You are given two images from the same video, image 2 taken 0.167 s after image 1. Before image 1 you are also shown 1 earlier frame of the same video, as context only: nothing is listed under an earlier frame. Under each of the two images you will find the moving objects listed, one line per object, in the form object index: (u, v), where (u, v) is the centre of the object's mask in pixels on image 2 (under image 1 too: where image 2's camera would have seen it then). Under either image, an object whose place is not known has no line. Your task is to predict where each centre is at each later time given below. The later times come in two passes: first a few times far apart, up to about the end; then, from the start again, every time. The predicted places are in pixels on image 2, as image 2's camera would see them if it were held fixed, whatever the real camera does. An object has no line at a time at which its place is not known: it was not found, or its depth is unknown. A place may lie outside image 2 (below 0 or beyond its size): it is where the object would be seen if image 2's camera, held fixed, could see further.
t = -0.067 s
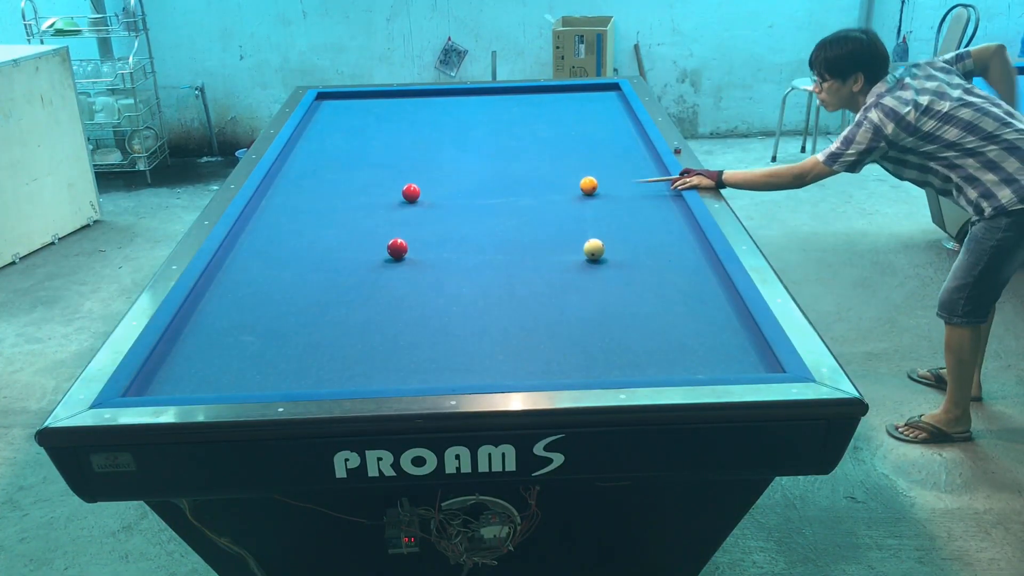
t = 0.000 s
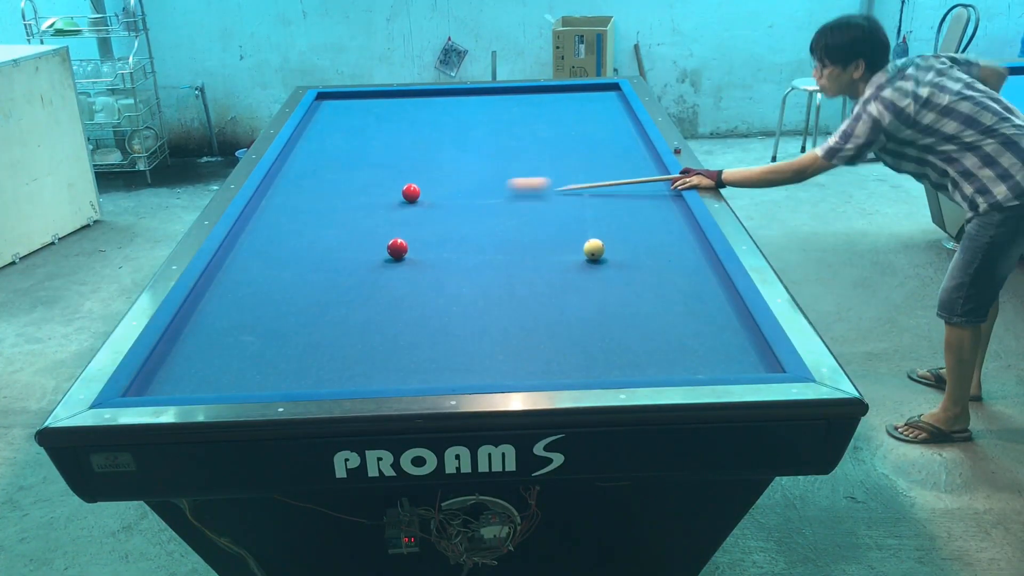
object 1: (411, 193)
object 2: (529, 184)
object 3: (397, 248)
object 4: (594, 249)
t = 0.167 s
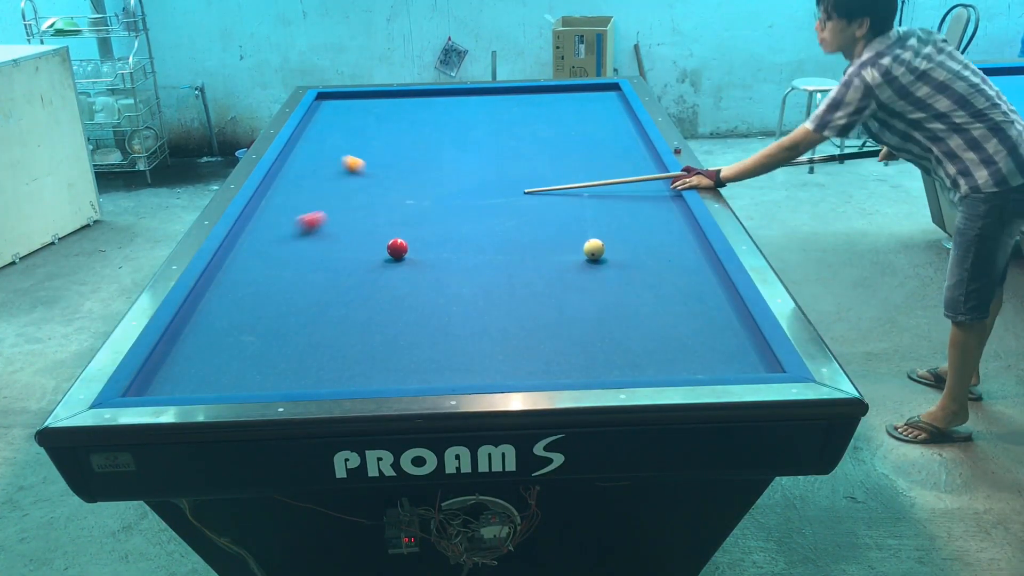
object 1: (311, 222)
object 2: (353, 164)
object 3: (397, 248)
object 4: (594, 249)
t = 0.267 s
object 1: (237, 250)
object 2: (296, 145)
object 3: (397, 248)
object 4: (594, 249)
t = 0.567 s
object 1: (406, 297)
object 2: (430, 95)
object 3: (397, 249)
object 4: (594, 249)
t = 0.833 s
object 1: (562, 343)
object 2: (533, 109)
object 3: (397, 248)
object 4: (594, 249)
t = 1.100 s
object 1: (729, 350)
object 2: (626, 128)
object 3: (397, 248)
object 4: (594, 249)
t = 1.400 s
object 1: (643, 308)
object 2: (553, 162)
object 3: (397, 248)
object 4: (594, 249)
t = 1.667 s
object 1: (558, 277)
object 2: (486, 196)
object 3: (397, 248)
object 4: (594, 249)
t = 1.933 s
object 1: (485, 250)
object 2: (407, 235)
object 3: (397, 249)
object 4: (594, 249)
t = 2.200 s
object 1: (422, 227)
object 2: (316, 250)
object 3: (396, 283)
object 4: (594, 249)
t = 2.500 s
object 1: (360, 204)
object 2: (223, 264)
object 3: (394, 323)
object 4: (594, 249)
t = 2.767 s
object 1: (312, 186)
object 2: (275, 263)
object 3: (393, 364)
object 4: (594, 249)
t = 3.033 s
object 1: (282, 171)
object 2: (317, 262)
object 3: (399, 367)
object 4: (594, 249)
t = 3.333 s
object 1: (319, 158)
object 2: (362, 262)
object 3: (409, 340)
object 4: (594, 249)
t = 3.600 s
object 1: (347, 148)
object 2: (402, 261)
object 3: (417, 319)
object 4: (594, 249)
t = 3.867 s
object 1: (373, 138)
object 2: (439, 260)
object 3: (424, 300)
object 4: (594, 249)
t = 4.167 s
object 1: (400, 128)
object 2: (480, 259)
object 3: (432, 281)
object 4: (594, 249)
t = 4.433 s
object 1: (422, 120)
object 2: (515, 258)
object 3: (437, 266)
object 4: (594, 249)
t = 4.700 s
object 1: (443, 113)
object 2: (549, 257)
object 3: (442, 252)
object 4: (594, 249)
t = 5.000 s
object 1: (464, 105)
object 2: (583, 256)
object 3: (448, 239)
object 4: (596, 247)
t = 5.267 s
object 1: (481, 98)
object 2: (605, 260)
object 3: (452, 227)
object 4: (602, 243)
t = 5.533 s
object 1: (497, 92)
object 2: (625, 264)
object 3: (456, 217)
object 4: (609, 241)
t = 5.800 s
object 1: (511, 91)
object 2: (645, 268)
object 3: (459, 208)
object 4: (614, 238)
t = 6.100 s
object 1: (523, 94)
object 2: (667, 272)
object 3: (463, 198)
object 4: (620, 236)
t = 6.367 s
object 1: (534, 96)
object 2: (685, 275)
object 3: (467, 190)
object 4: (624, 233)
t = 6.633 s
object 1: (545, 98)
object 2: (702, 277)
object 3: (469, 183)
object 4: (628, 231)
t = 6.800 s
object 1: (552, 100)
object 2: (713, 278)
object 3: (471, 178)
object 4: (630, 230)
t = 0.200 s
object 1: (277, 231)
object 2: (333, 157)
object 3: (397, 248)
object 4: (594, 249)
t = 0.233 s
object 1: (244, 241)
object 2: (314, 152)
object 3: (397, 248)
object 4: (594, 249)
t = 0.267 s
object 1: (237, 250)
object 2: (296, 145)
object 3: (397, 248)
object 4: (594, 249)
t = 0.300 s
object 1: (257, 255)
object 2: (307, 139)
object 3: (397, 248)
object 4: (594, 249)
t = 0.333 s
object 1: (277, 260)
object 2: (327, 132)
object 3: (397, 249)
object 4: (594, 249)
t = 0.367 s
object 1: (296, 265)
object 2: (345, 126)
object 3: (397, 248)
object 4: (594, 249)
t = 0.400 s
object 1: (316, 271)
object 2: (362, 120)
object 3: (397, 248)
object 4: (594, 249)
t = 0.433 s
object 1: (334, 276)
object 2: (378, 115)
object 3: (397, 248)
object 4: (594, 249)
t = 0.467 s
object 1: (353, 281)
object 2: (392, 110)
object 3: (397, 248)
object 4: (594, 249)
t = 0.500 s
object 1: (371, 287)
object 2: (406, 105)
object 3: (397, 248)
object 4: (594, 249)
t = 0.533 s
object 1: (389, 292)
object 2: (419, 99)
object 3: (397, 248)
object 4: (594, 249)
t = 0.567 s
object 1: (406, 297)
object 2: (430, 95)
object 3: (397, 249)
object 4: (594, 249)
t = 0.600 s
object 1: (425, 303)
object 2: (442, 91)
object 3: (397, 249)
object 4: (594, 249)
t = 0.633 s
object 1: (443, 308)
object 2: (453, 93)
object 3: (397, 248)
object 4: (594, 249)
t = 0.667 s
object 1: (461, 313)
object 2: (466, 96)
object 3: (397, 249)
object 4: (594, 249)
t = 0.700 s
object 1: (481, 319)
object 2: (479, 99)
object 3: (397, 249)
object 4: (594, 249)
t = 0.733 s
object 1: (500, 325)
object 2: (493, 102)
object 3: (397, 249)
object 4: (594, 249)
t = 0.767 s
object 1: (520, 331)
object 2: (506, 105)
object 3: (397, 248)
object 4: (594, 249)
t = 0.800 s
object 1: (540, 337)
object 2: (519, 107)
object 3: (397, 249)
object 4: (594, 249)
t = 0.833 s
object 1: (562, 343)
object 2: (533, 109)
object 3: (397, 248)
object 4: (594, 249)
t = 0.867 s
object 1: (584, 350)
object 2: (547, 112)
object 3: (397, 249)
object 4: (594, 249)
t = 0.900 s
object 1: (606, 357)
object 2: (561, 114)
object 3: (397, 248)
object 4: (594, 249)
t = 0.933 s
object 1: (630, 364)
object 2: (575, 116)
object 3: (397, 248)
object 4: (594, 249)
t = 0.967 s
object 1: (653, 368)
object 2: (589, 119)
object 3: (397, 248)
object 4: (594, 249)
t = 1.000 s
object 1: (675, 366)
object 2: (604, 121)
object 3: (397, 249)
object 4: (594, 249)
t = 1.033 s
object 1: (693, 362)
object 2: (618, 123)
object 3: (397, 248)
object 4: (594, 249)
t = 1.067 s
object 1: (711, 356)
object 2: (633, 126)
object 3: (397, 248)
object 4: (594, 249)
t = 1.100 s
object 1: (729, 350)
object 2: (626, 128)
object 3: (397, 248)
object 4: (594, 249)
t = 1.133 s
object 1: (747, 345)
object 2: (617, 132)
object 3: (397, 248)
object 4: (594, 249)
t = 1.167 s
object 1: (747, 340)
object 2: (608, 135)
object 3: (397, 248)
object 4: (594, 249)
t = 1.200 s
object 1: (728, 335)
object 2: (599, 139)
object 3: (397, 248)
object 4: (594, 249)
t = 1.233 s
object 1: (710, 330)
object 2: (590, 143)
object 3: (397, 248)
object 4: (594, 249)
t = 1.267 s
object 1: (695, 326)
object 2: (582, 147)
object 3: (397, 248)
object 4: (594, 249)
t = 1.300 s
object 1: (680, 321)
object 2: (575, 150)
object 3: (397, 248)
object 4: (594, 249)
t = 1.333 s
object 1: (667, 317)
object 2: (568, 154)
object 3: (397, 248)
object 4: (594, 249)
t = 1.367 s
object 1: (655, 313)
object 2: (560, 158)
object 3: (397, 248)
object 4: (594, 249)
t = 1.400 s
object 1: (643, 308)
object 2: (553, 162)
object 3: (397, 248)
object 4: (594, 249)
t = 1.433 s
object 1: (632, 304)
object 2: (545, 166)
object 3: (397, 248)
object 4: (594, 249)
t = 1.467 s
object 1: (621, 300)
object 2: (537, 170)
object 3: (397, 248)
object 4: (594, 249)
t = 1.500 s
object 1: (609, 296)
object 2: (529, 174)
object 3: (397, 248)
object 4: (594, 249)
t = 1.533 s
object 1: (598, 292)
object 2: (521, 178)
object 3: (397, 248)
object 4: (594, 249)
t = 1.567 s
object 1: (588, 288)
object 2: (512, 182)
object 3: (397, 248)
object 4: (594, 249)
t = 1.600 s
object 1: (577, 285)
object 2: (504, 187)
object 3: (397, 249)
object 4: (594, 249)
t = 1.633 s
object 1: (567, 281)
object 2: (495, 192)
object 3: (397, 248)
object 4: (594, 249)
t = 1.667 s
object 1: (558, 277)
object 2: (486, 196)
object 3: (397, 248)
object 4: (594, 249)
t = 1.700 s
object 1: (548, 274)
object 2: (477, 201)
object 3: (397, 248)
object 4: (594, 249)
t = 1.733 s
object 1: (538, 270)
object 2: (467, 206)
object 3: (397, 248)
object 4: (594, 249)
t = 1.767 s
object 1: (529, 267)
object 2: (458, 211)
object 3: (397, 248)
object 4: (594, 249)
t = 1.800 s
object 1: (520, 263)
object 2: (448, 216)
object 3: (397, 248)
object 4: (594, 249)
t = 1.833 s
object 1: (511, 260)
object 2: (438, 221)
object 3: (397, 248)
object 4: (594, 249)
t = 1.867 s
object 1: (502, 257)
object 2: (428, 226)
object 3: (397, 248)
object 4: (594, 249)
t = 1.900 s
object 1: (493, 253)
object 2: (417, 232)
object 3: (397, 248)
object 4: (594, 249)
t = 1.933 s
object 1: (485, 250)
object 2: (407, 235)
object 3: (397, 249)
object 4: (594, 249)
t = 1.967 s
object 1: (476, 247)
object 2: (393, 237)
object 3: (397, 250)
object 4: (594, 249)
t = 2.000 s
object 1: (468, 244)
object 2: (383, 241)
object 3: (397, 255)
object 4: (594, 249)
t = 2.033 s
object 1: (460, 241)
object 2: (372, 242)
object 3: (397, 261)
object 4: (594, 249)
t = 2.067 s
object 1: (452, 238)
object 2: (361, 244)
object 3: (396, 265)
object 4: (594, 249)
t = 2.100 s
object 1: (445, 235)
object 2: (350, 245)
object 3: (396, 270)
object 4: (594, 249)
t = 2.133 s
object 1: (437, 233)
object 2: (339, 246)
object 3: (396, 275)
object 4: (594, 249)
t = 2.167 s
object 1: (429, 230)
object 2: (327, 248)
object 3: (396, 279)
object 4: (594, 249)
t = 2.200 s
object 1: (422, 227)
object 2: (316, 250)
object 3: (396, 283)
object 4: (594, 249)
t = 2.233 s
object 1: (415, 224)
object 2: (304, 252)
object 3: (395, 287)
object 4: (594, 249)
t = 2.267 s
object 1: (407, 222)
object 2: (293, 253)
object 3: (395, 292)
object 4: (594, 249)
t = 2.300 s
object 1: (400, 219)
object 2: (281, 255)
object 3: (395, 296)
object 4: (594, 249)
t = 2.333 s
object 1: (393, 216)
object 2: (270, 257)
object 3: (395, 300)
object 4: (594, 249)
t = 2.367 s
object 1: (386, 214)
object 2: (258, 258)
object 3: (395, 304)
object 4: (594, 249)
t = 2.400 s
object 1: (380, 211)
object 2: (246, 260)
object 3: (395, 309)
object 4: (594, 249)
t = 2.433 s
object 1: (373, 209)
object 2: (234, 262)
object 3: (394, 313)
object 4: (594, 249)
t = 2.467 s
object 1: (366, 207)
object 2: (222, 264)
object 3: (394, 318)
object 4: (594, 249)
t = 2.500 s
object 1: (360, 204)
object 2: (223, 264)
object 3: (394, 323)
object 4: (594, 249)
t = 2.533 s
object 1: (354, 202)
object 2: (232, 264)
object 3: (394, 328)
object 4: (594, 249)
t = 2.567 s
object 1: (347, 200)
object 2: (240, 264)
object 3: (394, 333)
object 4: (594, 249)
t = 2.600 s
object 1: (341, 197)
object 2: (247, 263)
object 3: (394, 337)
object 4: (594, 249)
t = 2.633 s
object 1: (335, 195)
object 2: (253, 263)
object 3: (393, 343)
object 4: (594, 249)
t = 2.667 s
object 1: (329, 193)
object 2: (259, 263)
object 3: (393, 348)
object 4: (594, 249)
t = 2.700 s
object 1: (323, 191)
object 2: (264, 263)
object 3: (393, 353)
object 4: (594, 249)
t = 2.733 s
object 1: (317, 188)
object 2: (270, 263)
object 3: (393, 359)
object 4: (594, 249)
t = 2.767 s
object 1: (312, 186)
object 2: (275, 263)
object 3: (393, 364)
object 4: (594, 249)
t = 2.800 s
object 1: (306, 184)
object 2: (280, 263)
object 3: (393, 370)
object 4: (594, 249)
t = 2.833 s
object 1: (300, 182)
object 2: (286, 263)
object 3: (393, 374)
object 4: (594, 249)
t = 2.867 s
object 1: (295, 180)
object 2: (291, 263)
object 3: (392, 378)
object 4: (594, 249)
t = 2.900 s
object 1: (290, 178)
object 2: (296, 263)
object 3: (393, 378)
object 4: (594, 249)
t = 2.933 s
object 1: (284, 176)
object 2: (301, 263)
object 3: (395, 376)
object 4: (594, 249)
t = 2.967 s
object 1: (279, 174)
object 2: (306, 263)
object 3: (396, 373)
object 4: (594, 249)
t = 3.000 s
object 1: (276, 172)
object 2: (312, 263)
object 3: (398, 371)
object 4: (594, 249)
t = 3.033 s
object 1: (282, 171)
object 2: (317, 262)
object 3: (399, 367)
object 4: (594, 249)
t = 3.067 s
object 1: (287, 169)
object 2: (322, 262)
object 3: (400, 364)
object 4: (594, 249)
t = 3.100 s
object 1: (292, 168)
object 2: (327, 262)
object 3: (401, 361)
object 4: (594, 249)
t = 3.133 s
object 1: (296, 167)
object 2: (332, 262)
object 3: (402, 357)
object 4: (594, 249)
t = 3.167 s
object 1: (300, 165)
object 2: (337, 262)
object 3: (404, 354)
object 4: (594, 249)
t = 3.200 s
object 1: (304, 164)
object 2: (342, 262)
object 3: (405, 351)
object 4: (594, 249)
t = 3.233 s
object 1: (307, 162)
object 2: (347, 262)
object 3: (406, 348)
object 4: (594, 249)
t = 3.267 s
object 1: (311, 161)
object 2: (353, 262)
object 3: (407, 346)
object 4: (594, 249)
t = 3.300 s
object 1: (315, 159)
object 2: (357, 262)
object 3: (408, 343)
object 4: (594, 249)
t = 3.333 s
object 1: (319, 158)
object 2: (362, 262)
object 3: (409, 340)
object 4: (594, 249)
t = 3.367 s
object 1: (322, 157)
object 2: (368, 262)
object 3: (410, 337)
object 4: (594, 249)
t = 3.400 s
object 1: (326, 155)
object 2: (372, 262)
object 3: (411, 334)
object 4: (594, 249)
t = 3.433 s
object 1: (330, 154)
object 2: (377, 261)
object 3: (412, 332)
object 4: (594, 249)
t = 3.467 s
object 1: (333, 153)
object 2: (382, 261)
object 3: (413, 329)
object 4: (594, 249)
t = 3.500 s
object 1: (337, 152)
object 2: (387, 261)
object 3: (414, 326)
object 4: (594, 249)
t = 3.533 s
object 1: (340, 150)
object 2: (392, 261)
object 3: (415, 324)
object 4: (594, 249)
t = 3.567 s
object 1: (344, 149)
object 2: (397, 261)
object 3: (416, 321)
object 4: (594, 249)
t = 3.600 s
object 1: (347, 148)
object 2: (402, 261)
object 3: (417, 319)
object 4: (594, 249)
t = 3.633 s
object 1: (350, 146)
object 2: (406, 261)
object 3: (418, 316)
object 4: (594, 249)
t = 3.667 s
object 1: (354, 145)
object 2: (411, 261)
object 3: (419, 314)
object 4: (594, 249)
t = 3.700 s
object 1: (357, 144)
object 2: (416, 261)
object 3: (420, 311)
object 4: (594, 249)
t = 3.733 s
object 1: (360, 143)
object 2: (421, 261)
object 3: (421, 309)
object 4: (594, 249)
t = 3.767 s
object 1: (363, 142)
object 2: (425, 260)
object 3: (422, 307)
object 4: (594, 249)
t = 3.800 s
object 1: (367, 140)
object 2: (430, 260)
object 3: (423, 304)
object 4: (594, 249)
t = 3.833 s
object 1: (370, 139)
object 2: (434, 260)
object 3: (424, 302)
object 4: (594, 249)
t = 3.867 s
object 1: (373, 138)
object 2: (439, 260)
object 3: (424, 300)
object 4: (594, 249)
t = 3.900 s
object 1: (376, 137)
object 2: (444, 260)
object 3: (426, 298)
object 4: (594, 249)
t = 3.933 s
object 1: (379, 136)
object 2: (448, 260)
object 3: (426, 295)
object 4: (594, 249)
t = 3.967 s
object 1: (382, 135)
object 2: (453, 259)
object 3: (427, 293)
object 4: (594, 249)
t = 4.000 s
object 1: (385, 134)
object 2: (458, 259)
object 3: (428, 291)
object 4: (594, 249)
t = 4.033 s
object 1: (388, 133)
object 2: (462, 259)
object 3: (429, 289)
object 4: (594, 249)
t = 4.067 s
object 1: (391, 131)
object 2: (466, 259)
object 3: (429, 287)
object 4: (594, 249)
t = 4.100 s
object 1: (394, 130)
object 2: (471, 259)
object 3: (430, 285)
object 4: (594, 249)
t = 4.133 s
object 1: (397, 129)
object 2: (475, 259)
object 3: (431, 283)
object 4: (594, 249)
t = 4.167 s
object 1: (400, 128)
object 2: (480, 259)
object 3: (432, 281)
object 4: (594, 249)
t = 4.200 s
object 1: (403, 127)
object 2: (484, 259)
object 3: (432, 279)
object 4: (594, 249)
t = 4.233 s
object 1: (405, 126)
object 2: (489, 259)
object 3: (433, 277)
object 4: (594, 249)
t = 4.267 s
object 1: (408, 125)
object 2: (493, 258)
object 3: (434, 275)
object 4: (594, 249)
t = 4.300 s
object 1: (411, 124)
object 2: (498, 259)
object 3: (434, 273)
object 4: (594, 249)
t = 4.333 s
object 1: (414, 123)
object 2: (502, 258)
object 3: (435, 271)
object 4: (594, 249)
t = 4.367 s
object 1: (416, 122)
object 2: (506, 258)
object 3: (436, 269)
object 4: (594, 249)
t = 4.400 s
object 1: (419, 121)
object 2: (511, 258)
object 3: (436, 268)
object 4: (594, 249)
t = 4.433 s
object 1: (422, 120)
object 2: (515, 258)
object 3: (437, 266)
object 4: (594, 249)
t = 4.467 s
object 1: (425, 119)
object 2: (519, 258)
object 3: (438, 264)
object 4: (594, 249)
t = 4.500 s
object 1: (427, 119)
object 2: (523, 257)
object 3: (438, 262)
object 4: (594, 249)
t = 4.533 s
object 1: (430, 118)
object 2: (528, 257)
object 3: (439, 261)
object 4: (594, 249)
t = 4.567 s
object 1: (432, 116)
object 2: (532, 257)
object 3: (440, 259)
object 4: (594, 249)
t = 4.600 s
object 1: (435, 115)
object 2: (536, 257)
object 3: (440, 257)
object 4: (594, 249)
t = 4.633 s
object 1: (437, 114)
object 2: (540, 257)
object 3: (441, 256)
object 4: (594, 249)
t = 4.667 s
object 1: (440, 114)
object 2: (544, 257)
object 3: (442, 254)
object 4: (594, 249)
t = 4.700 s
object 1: (443, 113)
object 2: (549, 257)
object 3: (442, 252)
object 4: (594, 249)
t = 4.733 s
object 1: (445, 112)
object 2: (553, 257)
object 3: (443, 251)
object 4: (594, 249)
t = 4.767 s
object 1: (447, 111)
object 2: (557, 257)
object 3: (444, 249)
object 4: (594, 249)
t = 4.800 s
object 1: (450, 110)
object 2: (561, 256)
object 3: (444, 247)
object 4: (594, 249)
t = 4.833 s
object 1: (452, 109)
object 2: (565, 257)
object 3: (445, 246)
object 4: (594, 249)
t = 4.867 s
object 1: (454, 108)
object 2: (569, 256)
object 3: (445, 244)
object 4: (594, 249)
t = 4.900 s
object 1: (457, 107)
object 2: (573, 256)
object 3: (446, 243)
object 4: (594, 249)
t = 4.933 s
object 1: (459, 107)
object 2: (577, 256)
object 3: (447, 241)
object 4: (594, 249)
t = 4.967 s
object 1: (462, 106)
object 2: (581, 256)
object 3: (447, 240)
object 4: (595, 248)
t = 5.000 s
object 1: (464, 105)
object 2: (583, 256)
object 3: (448, 239)
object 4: (596, 247)
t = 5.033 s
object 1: (466, 104)
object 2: (586, 257)
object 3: (448, 237)
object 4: (597, 246)
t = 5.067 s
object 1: (468, 103)
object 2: (589, 257)
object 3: (449, 236)
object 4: (598, 245)
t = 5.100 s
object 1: (470, 103)
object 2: (592, 258)
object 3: (449, 234)
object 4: (599, 244)
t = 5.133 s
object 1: (473, 102)
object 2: (594, 258)
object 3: (450, 233)
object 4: (600, 244)
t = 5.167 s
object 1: (475, 101)
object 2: (597, 259)
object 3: (450, 231)
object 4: (600, 243)
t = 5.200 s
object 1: (477, 100)
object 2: (599, 259)
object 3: (451, 230)
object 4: (601, 243)
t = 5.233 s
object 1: (479, 99)
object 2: (602, 260)
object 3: (451, 229)
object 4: (601, 243)
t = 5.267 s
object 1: (481, 98)
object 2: (605, 260)
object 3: (452, 227)
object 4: (602, 243)
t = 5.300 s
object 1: (483, 97)
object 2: (608, 261)
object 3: (453, 226)
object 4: (603, 243)
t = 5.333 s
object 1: (485, 97)
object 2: (610, 261)
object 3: (453, 225)
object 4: (603, 243)
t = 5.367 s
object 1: (487, 96)
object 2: (613, 262)
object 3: (453, 223)
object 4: (604, 243)
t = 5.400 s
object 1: (489, 95)
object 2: (615, 262)
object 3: (454, 222)
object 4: (605, 243)
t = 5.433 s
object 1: (492, 94)
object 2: (618, 263)
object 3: (454, 221)
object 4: (606, 243)
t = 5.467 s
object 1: (493, 94)
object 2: (621, 263)
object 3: (455, 219)
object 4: (607, 243)
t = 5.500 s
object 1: (496, 93)
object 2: (623, 264)
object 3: (455, 218)
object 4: (608, 242)
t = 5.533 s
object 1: (497, 92)
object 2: (625, 264)
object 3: (456, 217)
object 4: (609, 241)
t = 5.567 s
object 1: (499, 91)
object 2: (628, 265)
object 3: (456, 216)
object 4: (609, 241)
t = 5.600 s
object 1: (501, 91)
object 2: (630, 265)
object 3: (457, 215)
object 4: (610, 241)
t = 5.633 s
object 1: (503, 90)
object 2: (633, 265)
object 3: (457, 213)
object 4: (611, 240)
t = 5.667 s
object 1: (505, 90)
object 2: (635, 266)
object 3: (458, 212)
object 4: (611, 240)
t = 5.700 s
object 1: (507, 90)
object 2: (638, 266)
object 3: (458, 211)
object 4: (612, 240)
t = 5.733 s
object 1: (508, 90)
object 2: (640, 267)
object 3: (459, 210)
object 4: (613, 239)
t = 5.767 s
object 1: (509, 90)
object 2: (643, 267)
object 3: (459, 209)
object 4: (614, 239)
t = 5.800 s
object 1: (511, 91)
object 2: (645, 268)
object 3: (459, 208)
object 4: (614, 238)
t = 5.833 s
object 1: (512, 91)
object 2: (648, 268)
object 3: (460, 206)
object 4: (615, 238)
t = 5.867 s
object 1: (514, 91)
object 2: (650, 269)
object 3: (460, 205)
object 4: (616, 238)
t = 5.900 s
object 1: (515, 92)
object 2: (653, 269)
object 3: (461, 204)
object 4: (616, 237)
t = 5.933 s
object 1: (516, 92)
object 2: (655, 269)
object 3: (461, 203)
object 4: (617, 237)
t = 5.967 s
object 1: (518, 92)
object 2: (657, 270)
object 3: (462, 202)
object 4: (618, 237)
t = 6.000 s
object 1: (519, 92)
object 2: (660, 270)
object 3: (462, 201)
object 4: (618, 236)
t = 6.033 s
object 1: (520, 93)
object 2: (662, 271)
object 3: (462, 200)
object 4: (619, 236)
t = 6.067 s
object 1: (522, 93)
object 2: (664, 271)
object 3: (463, 199)
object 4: (619, 236)
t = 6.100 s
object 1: (523, 94)
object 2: (667, 272)
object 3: (463, 198)
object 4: (620, 236)
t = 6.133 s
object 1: (525, 94)
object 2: (669, 272)
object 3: (464, 197)
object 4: (621, 236)
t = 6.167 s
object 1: (526, 94)
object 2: (672, 272)
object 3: (464, 196)
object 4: (621, 235)
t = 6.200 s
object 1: (527, 94)
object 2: (674, 273)
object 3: (465, 195)
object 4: (622, 235)
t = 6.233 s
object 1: (529, 95)
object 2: (676, 273)
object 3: (465, 194)
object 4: (622, 235)
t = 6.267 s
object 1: (530, 95)
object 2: (678, 273)
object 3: (466, 193)
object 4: (623, 234)
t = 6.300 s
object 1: (531, 96)
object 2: (681, 274)
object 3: (466, 192)
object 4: (623, 234)
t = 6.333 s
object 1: (533, 96)
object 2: (683, 274)
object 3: (466, 191)
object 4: (624, 234)
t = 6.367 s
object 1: (534, 96)
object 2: (685, 275)
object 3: (467, 190)
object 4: (624, 233)
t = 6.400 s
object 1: (536, 97)
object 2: (687, 275)
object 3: (467, 189)
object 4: (625, 233)
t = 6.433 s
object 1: (537, 97)
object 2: (690, 275)
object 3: (467, 188)
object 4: (625, 233)
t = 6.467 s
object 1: (538, 97)
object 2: (692, 275)
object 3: (468, 187)
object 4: (626, 232)
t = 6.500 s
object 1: (540, 97)
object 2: (694, 276)
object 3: (468, 186)
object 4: (626, 232)
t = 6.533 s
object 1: (541, 98)
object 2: (696, 276)
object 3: (468, 185)
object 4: (627, 232)
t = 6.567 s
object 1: (542, 98)
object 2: (698, 277)
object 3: (469, 184)
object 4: (627, 231)
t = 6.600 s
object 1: (543, 98)
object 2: (700, 277)
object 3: (469, 184)
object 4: (627, 231)
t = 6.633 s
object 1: (545, 98)
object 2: (702, 277)
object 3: (469, 183)
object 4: (628, 231)
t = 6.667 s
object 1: (546, 99)
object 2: (705, 278)
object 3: (470, 182)
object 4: (628, 231)
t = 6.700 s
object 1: (547, 99)
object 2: (706, 278)
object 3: (470, 181)
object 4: (629, 231)
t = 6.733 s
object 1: (549, 99)
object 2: (708, 278)
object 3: (471, 180)
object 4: (629, 231)
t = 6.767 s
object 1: (550, 100)
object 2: (711, 279)
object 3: (471, 179)
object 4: (629, 230)
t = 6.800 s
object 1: (552, 100)
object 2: (713, 278)
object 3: (471, 178)
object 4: (630, 230)
